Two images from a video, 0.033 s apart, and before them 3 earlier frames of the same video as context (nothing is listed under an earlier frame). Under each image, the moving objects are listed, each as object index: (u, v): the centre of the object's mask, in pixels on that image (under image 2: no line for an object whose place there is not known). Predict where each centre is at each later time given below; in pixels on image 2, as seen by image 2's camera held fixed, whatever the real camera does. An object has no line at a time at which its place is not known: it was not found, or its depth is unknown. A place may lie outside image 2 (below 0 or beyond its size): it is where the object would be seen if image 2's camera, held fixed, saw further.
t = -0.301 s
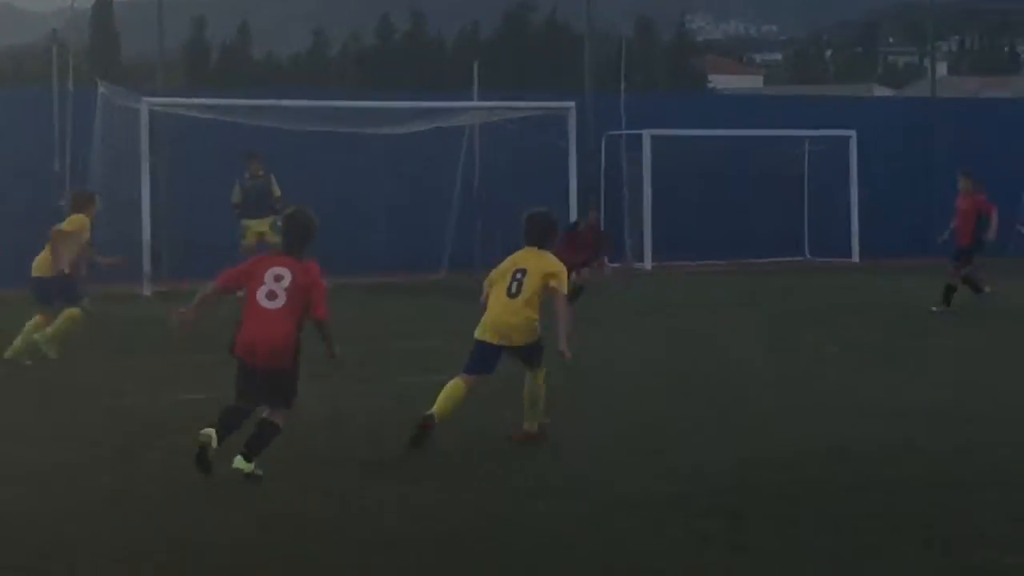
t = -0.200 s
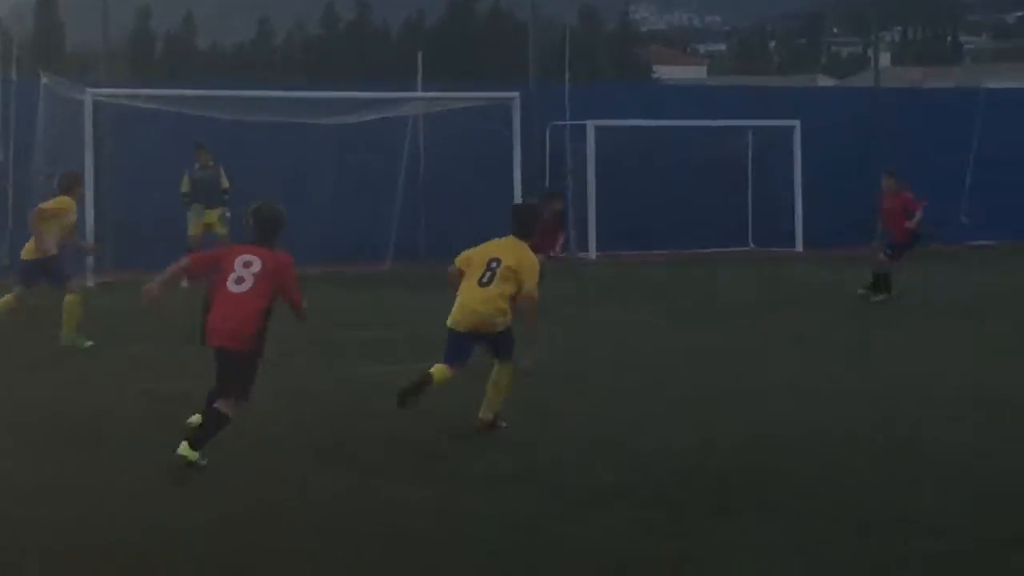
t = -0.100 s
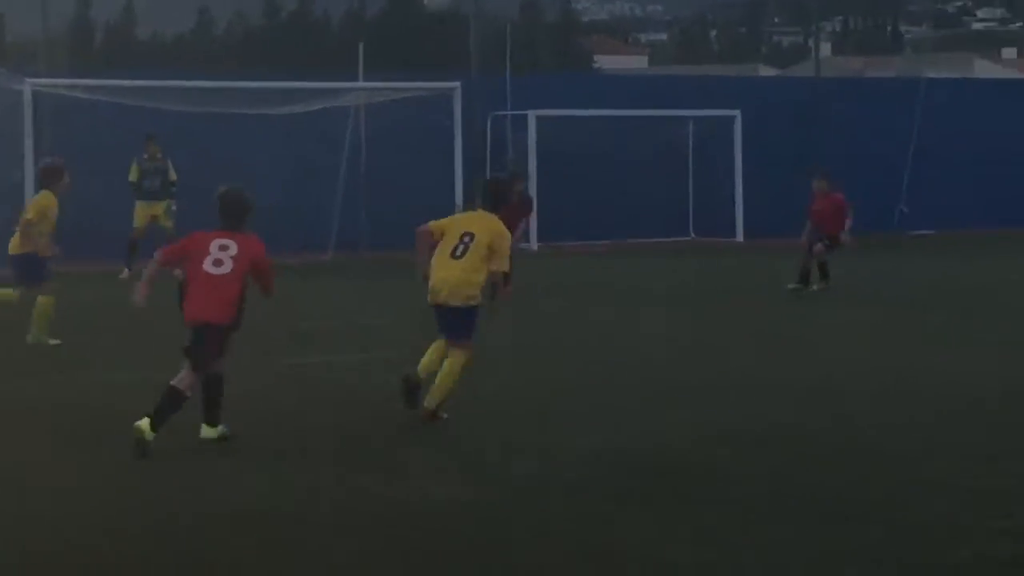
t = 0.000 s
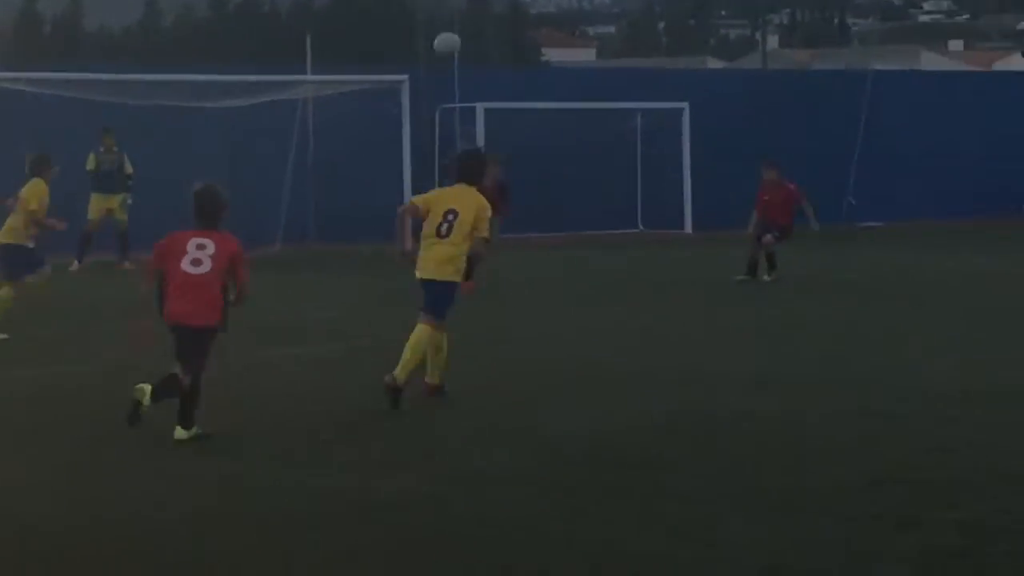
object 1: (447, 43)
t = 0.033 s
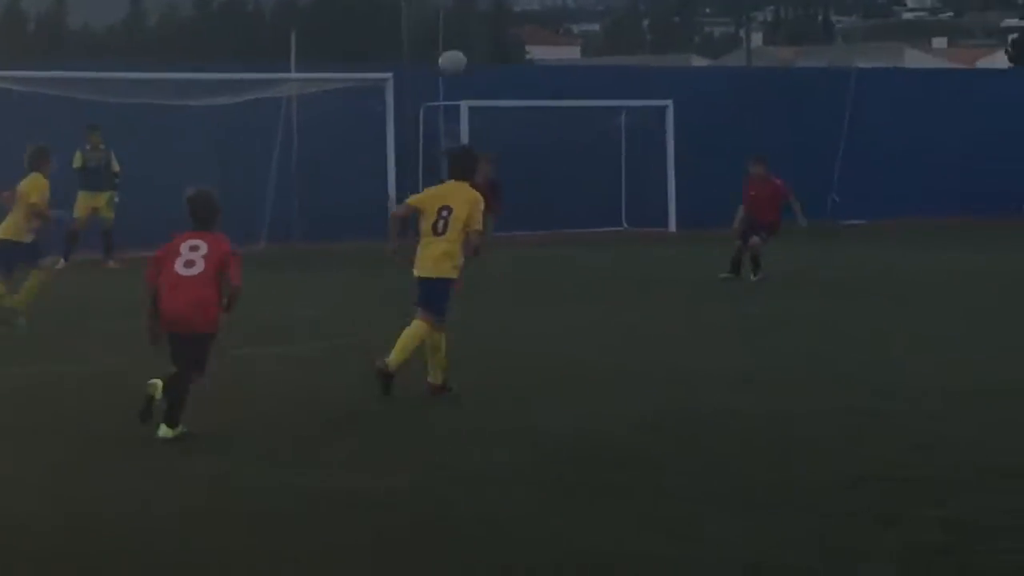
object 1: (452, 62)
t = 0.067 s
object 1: (472, 81)
